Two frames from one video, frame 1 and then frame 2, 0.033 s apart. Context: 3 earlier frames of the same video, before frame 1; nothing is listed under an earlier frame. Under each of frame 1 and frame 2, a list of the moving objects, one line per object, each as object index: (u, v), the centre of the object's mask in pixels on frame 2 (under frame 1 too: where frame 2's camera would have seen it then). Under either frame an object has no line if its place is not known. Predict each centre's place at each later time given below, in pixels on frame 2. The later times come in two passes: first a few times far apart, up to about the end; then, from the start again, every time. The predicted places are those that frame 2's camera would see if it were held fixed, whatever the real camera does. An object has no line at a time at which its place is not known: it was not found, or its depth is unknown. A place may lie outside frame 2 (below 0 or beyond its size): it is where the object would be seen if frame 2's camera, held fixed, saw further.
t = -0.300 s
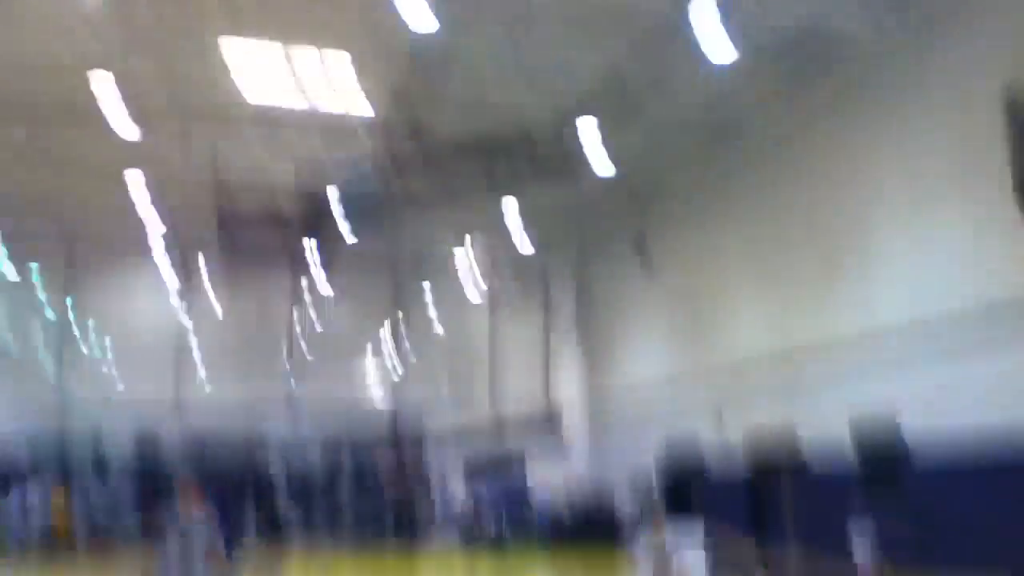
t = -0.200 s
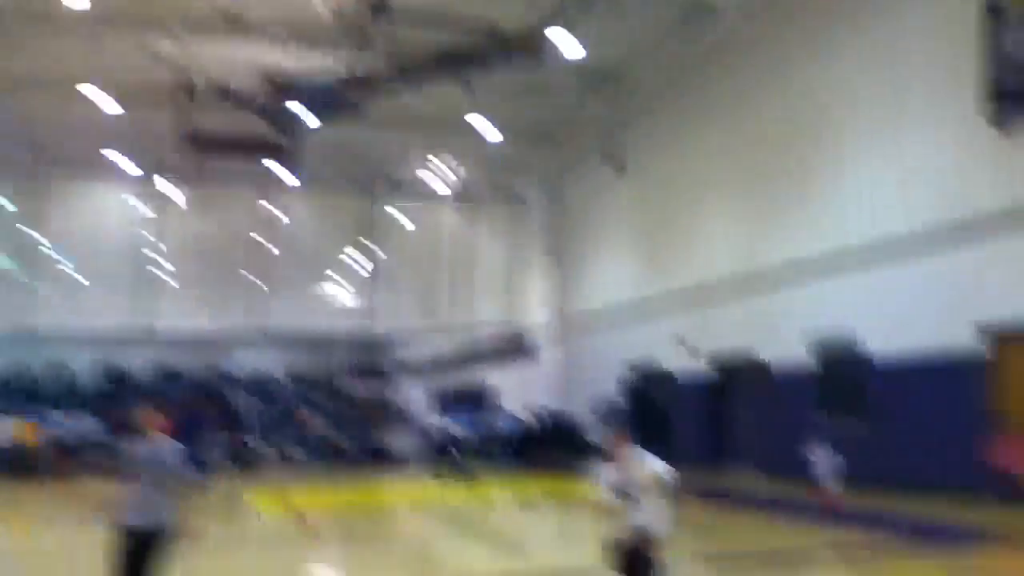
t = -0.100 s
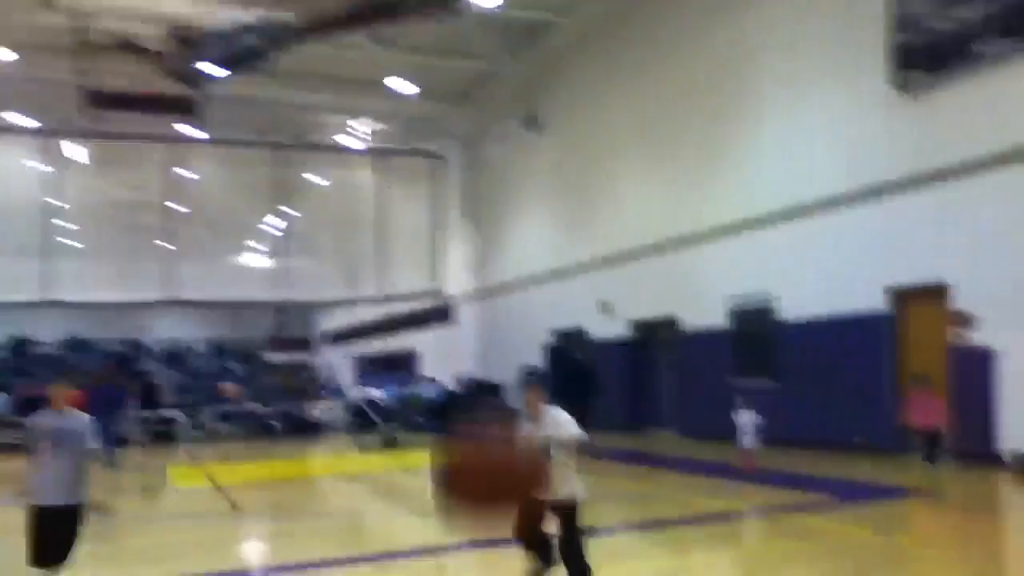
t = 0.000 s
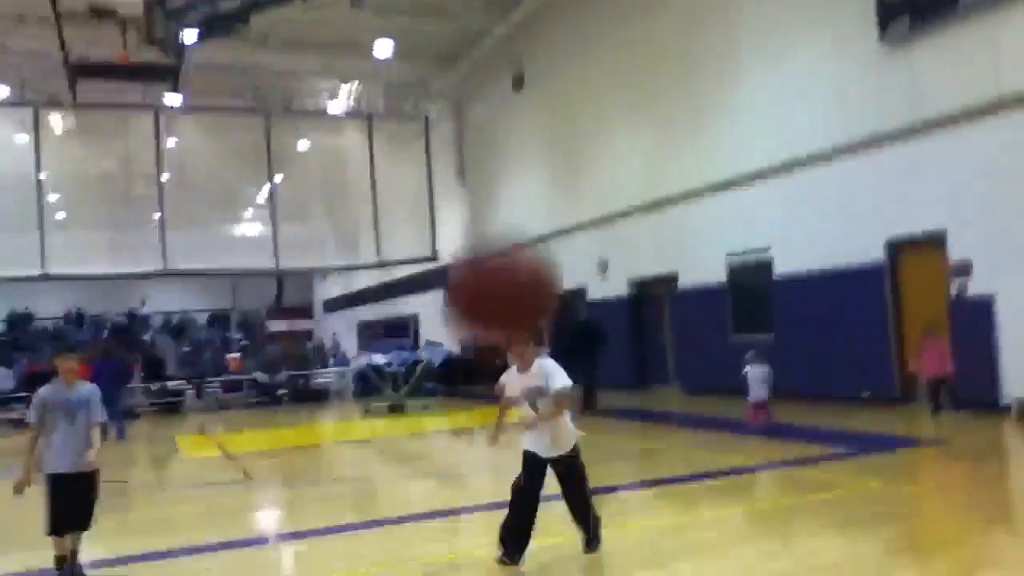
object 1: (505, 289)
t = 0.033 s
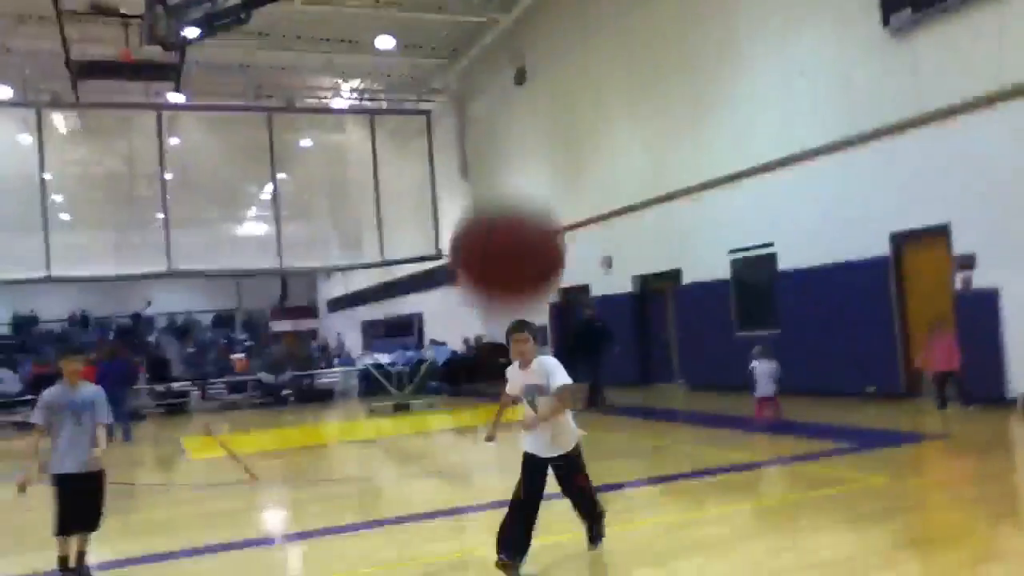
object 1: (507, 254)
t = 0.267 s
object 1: (527, 139)
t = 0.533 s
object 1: (580, 290)
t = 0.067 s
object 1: (508, 225)
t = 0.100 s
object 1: (511, 199)
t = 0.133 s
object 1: (514, 174)
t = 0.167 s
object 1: (514, 160)
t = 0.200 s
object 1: (515, 147)
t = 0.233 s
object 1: (521, 140)
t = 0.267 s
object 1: (527, 139)
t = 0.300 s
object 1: (533, 139)
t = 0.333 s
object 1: (542, 142)
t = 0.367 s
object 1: (550, 152)
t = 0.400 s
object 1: (557, 168)
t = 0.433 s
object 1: (563, 190)
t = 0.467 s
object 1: (568, 219)
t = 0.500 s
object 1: (575, 257)
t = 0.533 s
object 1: (580, 290)
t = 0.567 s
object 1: (584, 343)
